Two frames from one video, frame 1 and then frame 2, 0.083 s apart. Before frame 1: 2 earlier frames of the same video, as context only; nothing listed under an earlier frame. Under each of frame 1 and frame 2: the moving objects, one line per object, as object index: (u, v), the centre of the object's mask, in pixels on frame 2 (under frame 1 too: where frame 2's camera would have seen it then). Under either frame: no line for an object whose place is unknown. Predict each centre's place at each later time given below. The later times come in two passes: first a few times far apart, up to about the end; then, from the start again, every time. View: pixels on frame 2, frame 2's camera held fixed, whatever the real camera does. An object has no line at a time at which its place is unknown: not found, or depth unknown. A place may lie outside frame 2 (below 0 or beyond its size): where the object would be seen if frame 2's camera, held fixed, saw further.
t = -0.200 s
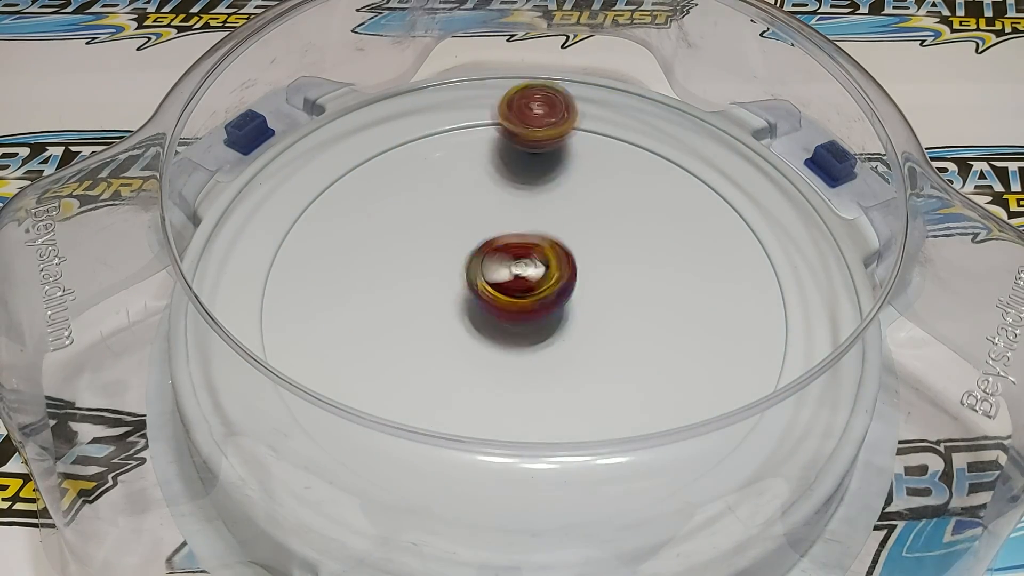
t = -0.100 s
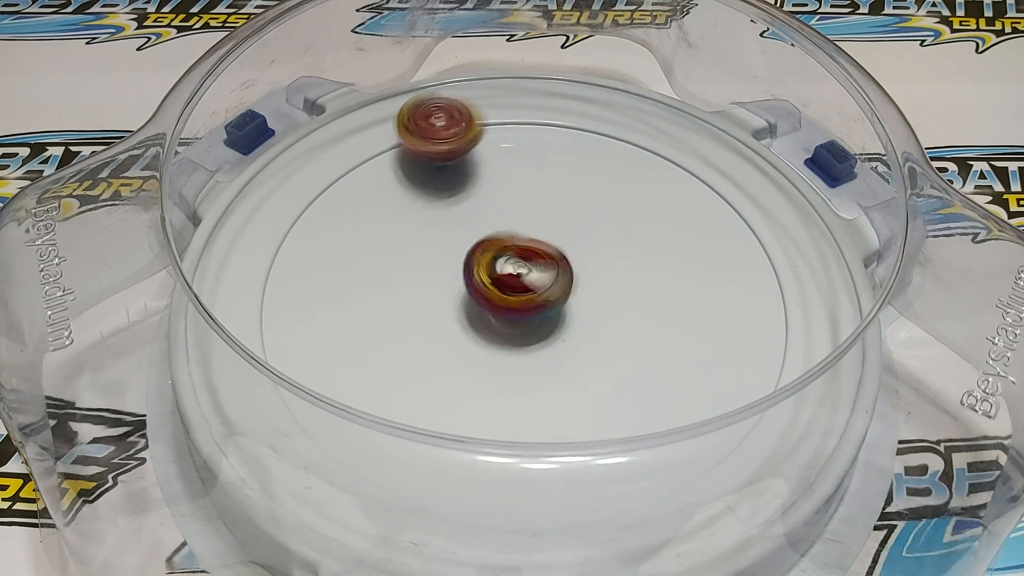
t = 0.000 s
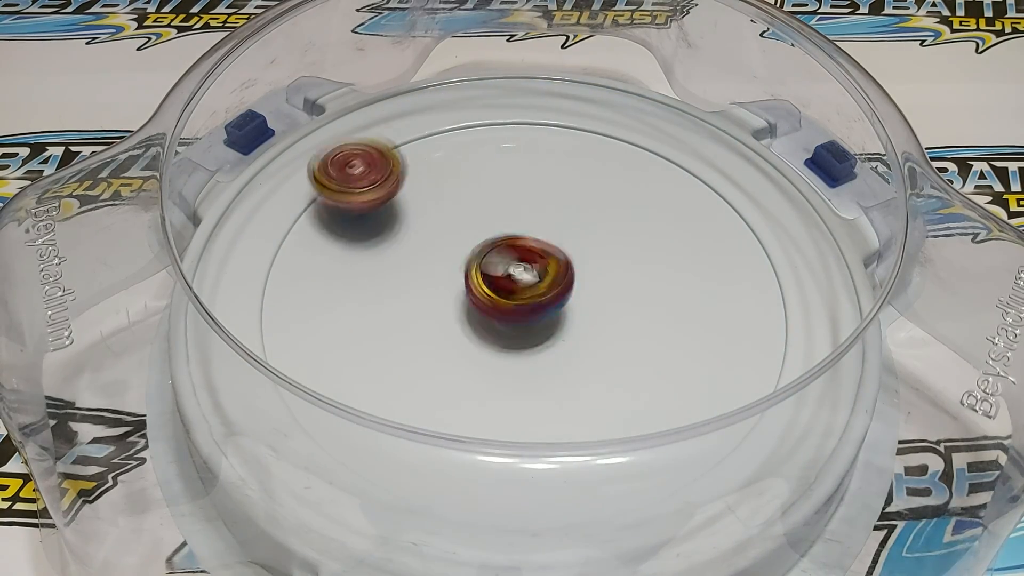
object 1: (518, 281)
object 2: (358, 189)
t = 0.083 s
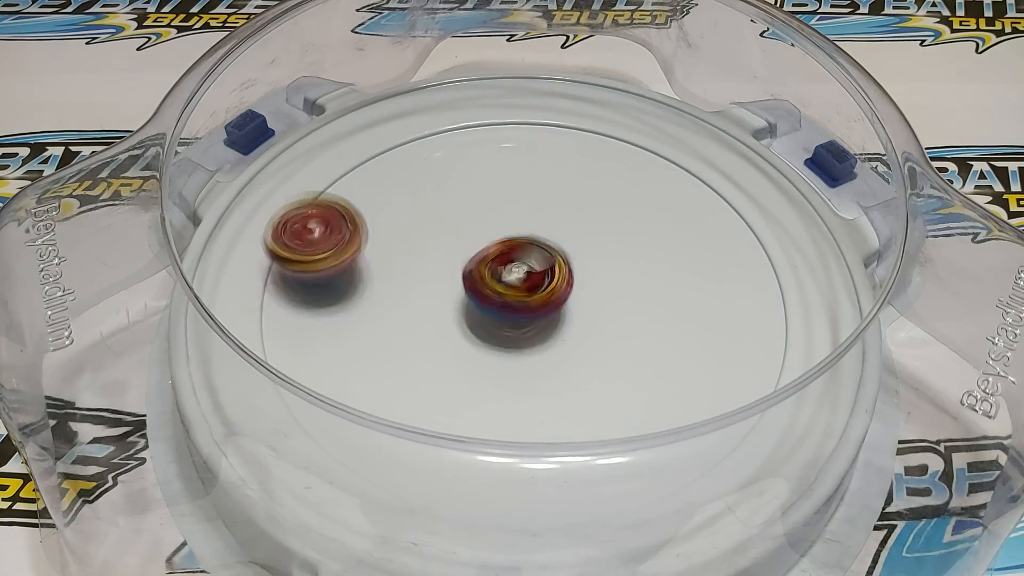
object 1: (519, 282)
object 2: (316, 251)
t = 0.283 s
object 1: (519, 286)
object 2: (403, 421)
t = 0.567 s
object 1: (520, 282)
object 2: (730, 351)
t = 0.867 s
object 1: (523, 283)
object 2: (608, 160)
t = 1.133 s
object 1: (518, 286)
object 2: (367, 195)
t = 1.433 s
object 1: (514, 284)
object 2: (421, 408)
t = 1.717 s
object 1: (521, 284)
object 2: (709, 347)
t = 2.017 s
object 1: (526, 283)
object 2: (589, 161)
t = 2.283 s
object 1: (523, 282)
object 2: (368, 211)
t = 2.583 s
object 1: (531, 284)
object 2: (457, 402)
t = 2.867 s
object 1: (524, 286)
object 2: (709, 327)
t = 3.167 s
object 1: (515, 287)
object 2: (563, 165)
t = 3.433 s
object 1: (504, 291)
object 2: (359, 231)
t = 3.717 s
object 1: (521, 285)
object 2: (465, 401)
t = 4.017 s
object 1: (535, 281)
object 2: (705, 304)
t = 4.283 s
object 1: (531, 284)
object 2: (571, 168)
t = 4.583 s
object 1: (527, 286)
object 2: (359, 250)
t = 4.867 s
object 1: (527, 290)
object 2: (490, 404)
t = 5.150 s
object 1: (526, 281)
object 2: (702, 294)
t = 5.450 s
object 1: (515, 281)
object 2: (541, 167)
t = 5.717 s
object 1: (513, 283)
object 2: (362, 249)
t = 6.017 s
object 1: (529, 277)
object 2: (508, 400)
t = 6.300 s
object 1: (528, 279)
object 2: (701, 286)
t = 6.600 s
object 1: (526, 278)
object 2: (534, 172)
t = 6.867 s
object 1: (528, 276)
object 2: (363, 256)
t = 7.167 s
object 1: (515, 293)
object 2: (507, 402)
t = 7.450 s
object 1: (533, 282)
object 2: (691, 283)
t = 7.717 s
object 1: (537, 291)
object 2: (557, 175)
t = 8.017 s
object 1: (538, 290)
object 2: (371, 257)
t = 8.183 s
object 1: (539, 290)
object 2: (400, 364)
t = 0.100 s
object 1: (518, 281)
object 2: (313, 266)
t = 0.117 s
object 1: (521, 281)
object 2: (310, 280)
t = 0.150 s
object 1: (519, 283)
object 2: (311, 310)
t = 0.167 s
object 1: (518, 282)
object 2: (316, 326)
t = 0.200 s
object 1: (519, 283)
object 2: (333, 350)
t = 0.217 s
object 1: (519, 283)
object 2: (343, 360)
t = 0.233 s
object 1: (518, 281)
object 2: (358, 370)
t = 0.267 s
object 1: (519, 285)
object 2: (386, 408)
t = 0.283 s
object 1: (519, 286)
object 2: (403, 421)
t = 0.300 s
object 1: (518, 280)
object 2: (425, 429)
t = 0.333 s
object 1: (519, 284)
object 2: (468, 437)
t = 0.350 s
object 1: (519, 284)
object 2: (490, 440)
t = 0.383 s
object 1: (521, 282)
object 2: (538, 444)
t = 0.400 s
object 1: (519, 283)
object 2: (560, 444)
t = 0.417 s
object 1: (519, 284)
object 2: (582, 443)
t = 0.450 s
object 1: (521, 281)
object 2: (625, 438)
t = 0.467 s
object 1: (519, 283)
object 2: (644, 428)
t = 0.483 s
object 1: (519, 284)
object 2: (664, 417)
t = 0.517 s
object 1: (521, 279)
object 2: (694, 385)
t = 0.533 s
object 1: (521, 283)
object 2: (709, 375)
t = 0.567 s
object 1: (520, 282)
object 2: (730, 351)
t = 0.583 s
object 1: (522, 279)
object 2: (730, 347)
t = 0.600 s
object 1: (523, 282)
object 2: (735, 334)
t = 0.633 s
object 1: (521, 284)
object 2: (739, 304)
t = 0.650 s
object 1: (522, 279)
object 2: (736, 291)
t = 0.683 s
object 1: (522, 283)
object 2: (730, 264)
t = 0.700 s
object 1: (522, 285)
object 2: (726, 250)
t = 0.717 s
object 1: (522, 280)
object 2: (719, 238)
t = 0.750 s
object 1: (523, 284)
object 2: (701, 216)
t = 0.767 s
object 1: (523, 285)
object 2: (689, 204)
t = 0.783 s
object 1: (522, 283)
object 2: (678, 194)
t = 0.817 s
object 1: (522, 284)
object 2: (652, 177)
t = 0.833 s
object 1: (522, 285)
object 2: (637, 171)
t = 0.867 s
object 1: (523, 283)
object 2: (608, 160)
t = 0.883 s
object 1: (523, 284)
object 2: (594, 154)
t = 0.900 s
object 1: (521, 286)
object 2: (578, 151)
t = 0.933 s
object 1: (522, 282)
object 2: (546, 147)
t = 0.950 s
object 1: (524, 284)
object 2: (528, 145)
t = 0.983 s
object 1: (521, 286)
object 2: (495, 146)
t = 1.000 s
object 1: (520, 284)
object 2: (481, 148)
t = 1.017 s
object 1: (522, 284)
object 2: (464, 151)
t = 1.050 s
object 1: (520, 286)
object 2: (433, 159)
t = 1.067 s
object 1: (519, 285)
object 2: (419, 163)
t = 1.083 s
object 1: (521, 284)
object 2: (405, 170)
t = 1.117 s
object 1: (519, 285)
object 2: (380, 186)
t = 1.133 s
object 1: (518, 286)
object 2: (367, 195)
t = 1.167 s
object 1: (522, 283)
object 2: (347, 216)
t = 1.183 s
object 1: (518, 285)
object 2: (339, 228)
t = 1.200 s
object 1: (518, 286)
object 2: (331, 240)
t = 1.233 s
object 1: (520, 283)
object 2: (321, 267)
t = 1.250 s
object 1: (518, 284)
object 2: (319, 280)
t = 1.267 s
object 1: (517, 285)
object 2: (318, 295)
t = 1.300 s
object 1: (517, 283)
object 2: (322, 324)
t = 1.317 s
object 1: (519, 283)
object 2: (328, 336)
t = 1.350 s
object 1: (515, 285)
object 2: (346, 357)
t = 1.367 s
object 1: (514, 283)
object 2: (358, 366)
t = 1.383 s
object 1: (517, 283)
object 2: (370, 375)
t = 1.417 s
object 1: (514, 285)
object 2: (404, 392)
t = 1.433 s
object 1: (514, 284)
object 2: (421, 408)
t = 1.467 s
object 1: (517, 283)
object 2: (460, 432)
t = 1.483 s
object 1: (515, 284)
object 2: (482, 431)
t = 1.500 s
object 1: (515, 283)
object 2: (501, 438)
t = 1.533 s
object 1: (519, 282)
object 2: (541, 440)
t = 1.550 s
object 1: (517, 281)
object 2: (565, 439)
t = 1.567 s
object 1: (517, 284)
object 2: (584, 434)
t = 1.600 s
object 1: (519, 279)
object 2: (626, 421)
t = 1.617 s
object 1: (522, 283)
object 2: (645, 397)
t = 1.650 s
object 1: (520, 285)
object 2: (671, 384)
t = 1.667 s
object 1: (519, 283)
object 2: (683, 377)
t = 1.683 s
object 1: (523, 282)
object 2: (691, 369)
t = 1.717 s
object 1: (521, 284)
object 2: (709, 347)
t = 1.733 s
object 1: (521, 284)
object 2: (716, 334)
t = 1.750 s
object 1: (521, 282)
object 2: (725, 309)
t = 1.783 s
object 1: (522, 283)
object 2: (720, 292)
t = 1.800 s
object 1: (522, 284)
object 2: (717, 279)
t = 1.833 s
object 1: (524, 280)
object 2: (709, 253)
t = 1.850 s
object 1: (526, 282)
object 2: (704, 241)
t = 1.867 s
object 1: (523, 284)
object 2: (695, 230)
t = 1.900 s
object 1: (523, 283)
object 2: (678, 209)
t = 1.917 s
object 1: (526, 282)
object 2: (668, 198)
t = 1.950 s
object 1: (524, 285)
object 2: (643, 182)
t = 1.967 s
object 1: (524, 284)
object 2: (631, 175)
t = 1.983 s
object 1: (524, 283)
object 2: (616, 170)
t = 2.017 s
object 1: (526, 283)
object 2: (589, 161)
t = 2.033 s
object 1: (524, 285)
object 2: (574, 156)
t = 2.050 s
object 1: (524, 284)
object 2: (559, 154)
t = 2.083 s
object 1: (527, 283)
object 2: (529, 151)
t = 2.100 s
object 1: (524, 284)
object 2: (512, 152)
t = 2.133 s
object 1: (523, 285)
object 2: (481, 154)
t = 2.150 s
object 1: (524, 281)
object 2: (467, 156)
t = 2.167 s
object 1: (526, 284)
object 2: (453, 161)
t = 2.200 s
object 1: (523, 284)
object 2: (426, 171)
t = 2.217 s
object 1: (522, 284)
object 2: (412, 177)
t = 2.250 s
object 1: (526, 283)
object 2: (388, 193)
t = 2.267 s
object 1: (523, 284)
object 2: (379, 202)
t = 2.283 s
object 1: (523, 282)
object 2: (368, 211)
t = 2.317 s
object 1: (525, 280)
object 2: (351, 233)
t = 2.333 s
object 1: (527, 283)
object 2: (346, 244)
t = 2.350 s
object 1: (524, 284)
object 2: (341, 258)
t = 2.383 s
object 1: (524, 284)
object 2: (336, 285)
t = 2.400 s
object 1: (526, 280)
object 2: (335, 298)
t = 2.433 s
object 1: (527, 284)
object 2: (341, 326)
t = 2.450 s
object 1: (527, 286)
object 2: (348, 339)
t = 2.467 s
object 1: (526, 285)
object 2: (356, 351)
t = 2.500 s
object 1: (530, 283)
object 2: (378, 368)
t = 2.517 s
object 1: (528, 286)
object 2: (389, 375)
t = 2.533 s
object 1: (527, 286)
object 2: (403, 383)
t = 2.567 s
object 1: (528, 285)
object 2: (438, 397)
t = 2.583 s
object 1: (531, 284)
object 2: (457, 402)
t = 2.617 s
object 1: (527, 285)
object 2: (498, 409)
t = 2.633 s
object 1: (527, 286)
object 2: (515, 410)
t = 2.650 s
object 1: (527, 284)
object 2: (534, 411)
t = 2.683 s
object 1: (528, 285)
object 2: (572, 410)
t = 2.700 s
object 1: (526, 285)
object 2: (590, 408)
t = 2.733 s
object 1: (525, 285)
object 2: (631, 399)
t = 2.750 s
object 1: (528, 284)
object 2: (644, 393)
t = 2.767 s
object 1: (527, 286)
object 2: (660, 385)
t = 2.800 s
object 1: (525, 286)
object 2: (681, 373)
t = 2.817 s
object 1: (523, 286)
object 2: (694, 360)
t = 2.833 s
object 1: (525, 282)
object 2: (705, 343)
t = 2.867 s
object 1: (524, 286)
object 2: (709, 327)
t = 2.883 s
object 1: (523, 286)
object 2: (712, 315)
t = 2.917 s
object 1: (522, 282)
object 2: (711, 289)
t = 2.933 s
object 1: (524, 284)
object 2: (707, 278)
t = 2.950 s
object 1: (523, 284)
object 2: (705, 265)
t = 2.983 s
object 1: (521, 285)
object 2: (692, 241)
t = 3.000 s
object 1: (519, 281)
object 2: (685, 231)
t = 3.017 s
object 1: (521, 280)
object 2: (675, 221)
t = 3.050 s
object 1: (518, 283)
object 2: (654, 203)
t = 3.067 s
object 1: (517, 283)
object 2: (644, 194)
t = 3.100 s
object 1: (517, 281)
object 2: (619, 181)
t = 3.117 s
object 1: (520, 283)
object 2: (606, 176)
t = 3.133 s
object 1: (518, 285)
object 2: (591, 172)
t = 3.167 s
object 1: (515, 287)
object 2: (563, 165)
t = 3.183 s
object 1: (514, 289)
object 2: (549, 162)
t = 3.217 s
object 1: (515, 288)
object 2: (519, 160)
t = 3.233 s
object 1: (511, 289)
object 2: (505, 161)
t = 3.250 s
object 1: (510, 290)
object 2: (489, 162)
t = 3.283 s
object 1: (507, 289)
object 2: (461, 167)
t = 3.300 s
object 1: (510, 288)
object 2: (448, 169)
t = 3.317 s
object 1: (510, 290)
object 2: (435, 175)
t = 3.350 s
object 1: (505, 291)
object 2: (409, 187)
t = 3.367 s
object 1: (504, 292)
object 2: (396, 194)
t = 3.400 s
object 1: (508, 289)
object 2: (376, 211)
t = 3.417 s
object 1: (507, 290)
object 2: (367, 220)
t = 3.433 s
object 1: (504, 291)
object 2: (359, 231)
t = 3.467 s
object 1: (504, 289)
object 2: (347, 254)
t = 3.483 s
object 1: (505, 286)
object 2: (343, 266)
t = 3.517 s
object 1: (508, 288)
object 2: (340, 292)
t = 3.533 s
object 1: (507, 287)
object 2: (342, 304)
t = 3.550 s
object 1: (508, 288)
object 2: (344, 318)
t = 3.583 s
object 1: (510, 283)
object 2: (355, 343)
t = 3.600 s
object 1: (514, 286)
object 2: (363, 354)
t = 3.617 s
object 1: (514, 287)
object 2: (376, 364)
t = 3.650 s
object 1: (515, 284)
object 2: (403, 378)
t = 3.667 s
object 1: (515, 291)
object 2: (416, 384)
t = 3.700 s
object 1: (521, 285)
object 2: (449, 396)
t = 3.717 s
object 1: (521, 285)
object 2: (465, 401)
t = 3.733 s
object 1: (520, 286)
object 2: (487, 404)
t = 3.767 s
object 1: (520, 287)
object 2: (527, 407)
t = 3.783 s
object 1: (522, 281)
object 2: (544, 407)
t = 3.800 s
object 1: (526, 283)
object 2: (560, 405)
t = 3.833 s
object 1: (525, 284)
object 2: (597, 403)
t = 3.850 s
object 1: (525, 285)
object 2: (619, 397)
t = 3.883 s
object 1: (526, 280)
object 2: (646, 383)
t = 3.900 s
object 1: (529, 282)
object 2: (657, 380)
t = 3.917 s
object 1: (531, 283)
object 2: (668, 373)
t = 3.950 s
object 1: (529, 285)
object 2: (693, 343)
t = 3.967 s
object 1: (530, 280)
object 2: (699, 329)
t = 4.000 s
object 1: (531, 279)
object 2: (701, 317)
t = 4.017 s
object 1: (535, 281)
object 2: (705, 304)
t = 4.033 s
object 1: (533, 282)
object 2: (710, 282)
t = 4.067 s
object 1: (532, 281)
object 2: (701, 269)
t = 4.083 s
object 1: (532, 279)
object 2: (696, 257)
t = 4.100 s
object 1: (533, 279)
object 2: (691, 246)
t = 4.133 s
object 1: (537, 281)
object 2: (676, 225)
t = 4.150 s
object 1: (535, 281)
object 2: (668, 216)
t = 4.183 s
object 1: (535, 279)
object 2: (648, 200)
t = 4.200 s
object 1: (533, 280)
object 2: (635, 192)
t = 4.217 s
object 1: (534, 278)
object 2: (624, 186)
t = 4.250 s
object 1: (536, 282)
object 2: (598, 175)
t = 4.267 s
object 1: (533, 282)
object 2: (586, 171)
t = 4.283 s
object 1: (531, 284)
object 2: (571, 168)
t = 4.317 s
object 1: (529, 279)
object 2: (543, 164)
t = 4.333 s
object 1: (531, 279)
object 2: (529, 162)
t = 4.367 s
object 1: (532, 283)
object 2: (500, 164)
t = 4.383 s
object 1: (529, 284)
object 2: (487, 166)
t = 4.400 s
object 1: (528, 285)
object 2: (472, 169)
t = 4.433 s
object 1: (527, 281)
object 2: (446, 177)
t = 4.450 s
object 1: (529, 282)
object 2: (433, 180)
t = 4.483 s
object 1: (529, 286)
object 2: (409, 195)
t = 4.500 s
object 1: (526, 295)
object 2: (400, 202)
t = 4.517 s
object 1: (526, 288)
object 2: (388, 210)
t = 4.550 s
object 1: (523, 287)
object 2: (372, 228)
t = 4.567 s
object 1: (525, 284)
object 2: (363, 239)
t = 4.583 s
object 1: (527, 286)
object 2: (359, 250)
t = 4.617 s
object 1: (522, 288)
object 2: (351, 273)
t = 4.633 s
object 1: (522, 289)
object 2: (349, 286)
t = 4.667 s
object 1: (521, 283)
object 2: (351, 310)
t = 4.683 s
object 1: (525, 281)
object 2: (353, 323)
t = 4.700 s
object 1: (531, 281)
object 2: (359, 336)
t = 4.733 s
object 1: (529, 285)
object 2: (375, 356)
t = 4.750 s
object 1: (529, 287)
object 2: (385, 365)
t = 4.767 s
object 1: (529, 290)
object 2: (395, 372)
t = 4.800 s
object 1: (529, 284)
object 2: (424, 387)
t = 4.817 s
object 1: (532, 285)
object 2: (442, 392)
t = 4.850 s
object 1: (531, 294)
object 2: (471, 399)
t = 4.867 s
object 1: (527, 290)
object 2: (490, 404)
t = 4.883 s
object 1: (524, 289)
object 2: (507, 407)
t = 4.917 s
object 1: (521, 282)
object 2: (548, 406)
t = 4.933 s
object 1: (524, 279)
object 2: (563, 404)
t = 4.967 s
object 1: (529, 282)
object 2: (596, 401)
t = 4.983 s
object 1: (527, 280)
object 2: (616, 396)
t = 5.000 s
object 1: (526, 281)
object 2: (633, 390)
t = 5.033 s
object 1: (526, 277)
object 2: (656, 377)
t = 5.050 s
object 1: (526, 276)
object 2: (665, 371)
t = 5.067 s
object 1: (529, 275)
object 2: (679, 354)
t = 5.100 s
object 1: (534, 282)
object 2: (690, 333)
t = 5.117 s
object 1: (530, 283)
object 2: (692, 329)
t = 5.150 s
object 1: (526, 281)
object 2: (702, 294)
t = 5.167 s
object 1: (523, 282)
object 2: (702, 283)
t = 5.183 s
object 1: (522, 281)
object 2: (695, 281)
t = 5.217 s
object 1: (526, 280)
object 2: (686, 260)
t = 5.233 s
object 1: (525, 280)
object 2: (682, 249)
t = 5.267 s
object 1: (520, 282)
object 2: (668, 229)
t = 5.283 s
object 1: (520, 278)
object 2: (660, 219)
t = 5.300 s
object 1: (518, 278)
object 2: (649, 212)
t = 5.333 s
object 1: (523, 276)
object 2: (629, 197)
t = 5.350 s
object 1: (527, 277)
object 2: (618, 189)
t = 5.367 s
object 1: (528, 281)
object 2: (606, 185)
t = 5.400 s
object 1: (524, 283)
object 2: (581, 175)
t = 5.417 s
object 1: (521, 284)
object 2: (568, 172)
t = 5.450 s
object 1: (515, 281)
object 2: (541, 167)
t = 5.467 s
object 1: (516, 280)
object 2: (526, 167)
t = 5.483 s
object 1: (518, 280)
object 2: (514, 166)
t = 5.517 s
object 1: (514, 281)
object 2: (486, 168)
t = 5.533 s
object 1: (513, 281)
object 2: (473, 170)
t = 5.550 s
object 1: (511, 280)
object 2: (459, 174)
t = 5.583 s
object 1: (510, 278)
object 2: (435, 182)
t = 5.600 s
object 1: (512, 276)
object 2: (423, 187)
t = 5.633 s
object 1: (520, 279)
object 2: (400, 202)
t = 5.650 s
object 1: (519, 281)
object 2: (391, 209)
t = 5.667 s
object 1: (518, 284)
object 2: (383, 219)
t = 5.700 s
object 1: (515, 284)
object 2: (368, 238)
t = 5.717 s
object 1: (513, 283)
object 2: (362, 249)
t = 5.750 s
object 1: (516, 281)
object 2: (355, 271)
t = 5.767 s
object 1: (517, 282)
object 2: (353, 281)
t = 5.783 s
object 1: (517, 281)
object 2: (354, 294)
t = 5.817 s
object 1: (518, 282)
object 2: (358, 318)
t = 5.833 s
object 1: (519, 282)
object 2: (363, 331)
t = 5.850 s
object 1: (519, 278)
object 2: (369, 341)
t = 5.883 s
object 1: (525, 277)
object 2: (386, 362)
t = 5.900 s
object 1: (529, 278)
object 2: (400, 370)
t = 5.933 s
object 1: (530, 282)
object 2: (426, 380)
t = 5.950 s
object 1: (529, 283)
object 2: (440, 387)
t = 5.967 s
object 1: (528, 283)
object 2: (453, 392)
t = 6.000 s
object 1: (527, 278)
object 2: (492, 400)
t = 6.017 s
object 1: (529, 277)
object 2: (508, 400)
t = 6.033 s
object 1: (534, 277)
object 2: (524, 403)
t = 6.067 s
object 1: (538, 283)
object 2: (561, 403)
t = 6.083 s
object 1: (535, 284)
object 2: (580, 401)
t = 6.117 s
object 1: (531, 284)
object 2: (609, 393)
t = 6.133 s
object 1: (528, 285)
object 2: (624, 390)
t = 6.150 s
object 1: (526, 282)
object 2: (641, 383)
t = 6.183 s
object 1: (530, 279)
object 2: (658, 371)
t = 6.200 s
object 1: (531, 280)
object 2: (669, 363)
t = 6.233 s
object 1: (529, 281)
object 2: (689, 331)
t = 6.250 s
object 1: (529, 282)
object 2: (689, 331)
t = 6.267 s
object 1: (530, 281)
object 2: (691, 320)
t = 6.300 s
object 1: (528, 279)
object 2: (701, 286)
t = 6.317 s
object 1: (530, 278)
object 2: (694, 286)
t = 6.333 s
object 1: (534, 279)
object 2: (693, 275)
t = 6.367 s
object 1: (533, 284)
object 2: (684, 254)
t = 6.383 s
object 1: (531, 285)
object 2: (678, 244)
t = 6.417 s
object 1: (527, 284)
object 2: (663, 225)
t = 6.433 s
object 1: (524, 282)
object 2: (653, 218)
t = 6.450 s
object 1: (525, 279)
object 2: (643, 208)
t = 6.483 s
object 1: (529, 279)
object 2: (622, 195)
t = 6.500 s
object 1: (529, 279)
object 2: (611, 190)
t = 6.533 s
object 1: (527, 280)
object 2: (586, 180)
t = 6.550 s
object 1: (526, 282)
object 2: (574, 177)
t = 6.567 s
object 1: (526, 279)
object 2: (560, 175)
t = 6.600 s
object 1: (526, 278)
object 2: (534, 172)
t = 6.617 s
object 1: (530, 277)
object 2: (520, 171)
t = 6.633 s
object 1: (534, 279)
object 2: (508, 172)
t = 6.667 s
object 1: (531, 285)
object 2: (481, 174)
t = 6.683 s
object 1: (529, 285)
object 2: (468, 178)
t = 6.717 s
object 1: (524, 284)
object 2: (444, 185)
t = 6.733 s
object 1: (521, 282)
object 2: (431, 190)
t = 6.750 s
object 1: (522, 279)
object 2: (420, 195)
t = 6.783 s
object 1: (527, 277)
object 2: (399, 211)
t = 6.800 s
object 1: (527, 278)
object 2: (391, 218)
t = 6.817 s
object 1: (526, 277)
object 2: (383, 227)
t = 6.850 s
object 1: (527, 277)
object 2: (369, 246)
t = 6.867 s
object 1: (528, 276)
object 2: (363, 256)
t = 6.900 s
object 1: (529, 274)
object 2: (358, 278)
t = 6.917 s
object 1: (532, 275)
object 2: (356, 288)
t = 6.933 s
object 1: (536, 278)
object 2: (357, 301)
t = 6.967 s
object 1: (535, 284)
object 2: (363, 324)
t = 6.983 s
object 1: (534, 286)
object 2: (368, 335)
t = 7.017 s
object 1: (528, 295)
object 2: (382, 356)
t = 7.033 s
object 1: (525, 297)
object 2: (392, 365)
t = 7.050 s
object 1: (523, 297)
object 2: (406, 371)
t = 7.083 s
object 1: (520, 299)
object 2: (428, 382)
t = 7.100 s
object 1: (519, 298)
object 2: (444, 388)
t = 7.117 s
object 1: (518, 295)
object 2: (463, 394)
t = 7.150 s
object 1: (517, 295)
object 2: (492, 399)
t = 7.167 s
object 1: (515, 293)
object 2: (507, 402)
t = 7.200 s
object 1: (516, 286)
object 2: (547, 401)
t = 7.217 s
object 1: (519, 285)
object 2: (559, 399)
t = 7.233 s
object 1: (522, 283)
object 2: (575, 398)
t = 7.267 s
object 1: (523, 283)
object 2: (611, 389)
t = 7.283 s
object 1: (522, 283)
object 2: (620, 386)
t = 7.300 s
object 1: (522, 282)
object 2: (630, 383)
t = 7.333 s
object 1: (523, 282)
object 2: (659, 358)
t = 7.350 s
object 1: (523, 280)
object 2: (661, 358)
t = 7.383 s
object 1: (523, 279)
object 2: (680, 329)
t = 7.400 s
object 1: (525, 279)
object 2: (686, 315)
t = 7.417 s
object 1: (528, 280)
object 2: (684, 317)
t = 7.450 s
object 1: (533, 282)
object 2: (691, 283)
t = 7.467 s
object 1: (534, 284)
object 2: (692, 271)
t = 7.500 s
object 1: (535, 285)
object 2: (684, 250)
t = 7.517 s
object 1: (535, 285)
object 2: (675, 252)
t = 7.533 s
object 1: (534, 286)
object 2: (670, 241)
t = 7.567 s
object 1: (535, 289)
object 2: (654, 224)
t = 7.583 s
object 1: (535, 290)
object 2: (646, 216)
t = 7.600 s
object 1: (536, 293)
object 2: (637, 209)
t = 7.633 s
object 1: (535, 293)
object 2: (617, 195)
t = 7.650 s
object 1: (535, 293)
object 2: (605, 191)
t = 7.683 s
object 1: (535, 292)
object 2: (583, 181)
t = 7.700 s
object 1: (536, 291)
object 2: (569, 178)
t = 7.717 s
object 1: (537, 291)
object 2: (557, 175)
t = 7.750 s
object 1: (539, 290)
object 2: (531, 172)
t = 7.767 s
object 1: (539, 289)
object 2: (519, 173)
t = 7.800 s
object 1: (539, 289)
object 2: (493, 174)
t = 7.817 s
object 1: (539, 289)
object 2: (481, 177)
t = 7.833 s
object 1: (539, 289)
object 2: (468, 180)
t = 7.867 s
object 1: (541, 289)
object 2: (445, 188)
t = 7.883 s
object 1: (541, 289)
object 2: (434, 192)
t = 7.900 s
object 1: (541, 289)
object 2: (424, 199)
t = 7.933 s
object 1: (540, 290)
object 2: (404, 211)
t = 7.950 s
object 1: (539, 290)
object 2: (396, 221)
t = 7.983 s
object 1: (538, 290)
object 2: (382, 237)
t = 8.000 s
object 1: (538, 291)
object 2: (376, 248)
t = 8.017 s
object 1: (538, 290)
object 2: (371, 257)
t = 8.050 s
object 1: (538, 290)
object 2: (366, 280)
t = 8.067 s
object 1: (538, 290)
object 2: (366, 290)
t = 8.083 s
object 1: (539, 290)
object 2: (367, 301)
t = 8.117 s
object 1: (540, 290)
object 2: (372, 323)
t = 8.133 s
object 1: (541, 289)
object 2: (377, 335)
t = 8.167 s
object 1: (540, 290)
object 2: (391, 355)
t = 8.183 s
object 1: (539, 290)
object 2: (400, 364)
